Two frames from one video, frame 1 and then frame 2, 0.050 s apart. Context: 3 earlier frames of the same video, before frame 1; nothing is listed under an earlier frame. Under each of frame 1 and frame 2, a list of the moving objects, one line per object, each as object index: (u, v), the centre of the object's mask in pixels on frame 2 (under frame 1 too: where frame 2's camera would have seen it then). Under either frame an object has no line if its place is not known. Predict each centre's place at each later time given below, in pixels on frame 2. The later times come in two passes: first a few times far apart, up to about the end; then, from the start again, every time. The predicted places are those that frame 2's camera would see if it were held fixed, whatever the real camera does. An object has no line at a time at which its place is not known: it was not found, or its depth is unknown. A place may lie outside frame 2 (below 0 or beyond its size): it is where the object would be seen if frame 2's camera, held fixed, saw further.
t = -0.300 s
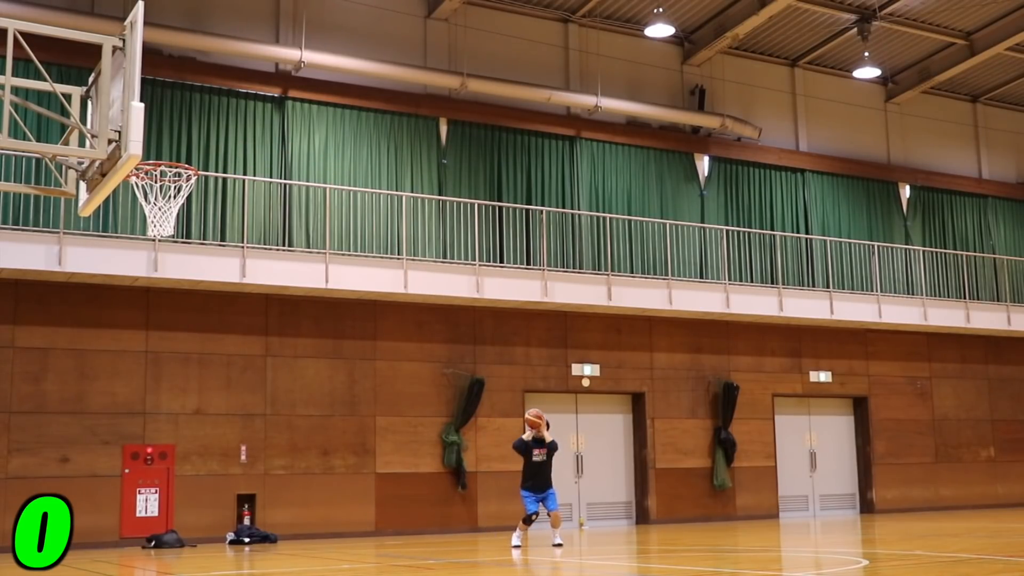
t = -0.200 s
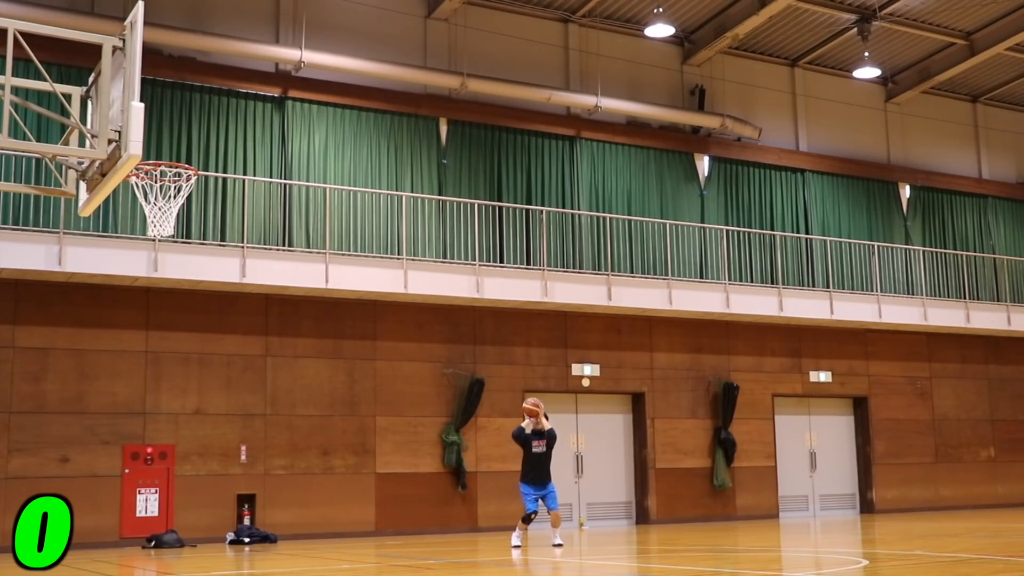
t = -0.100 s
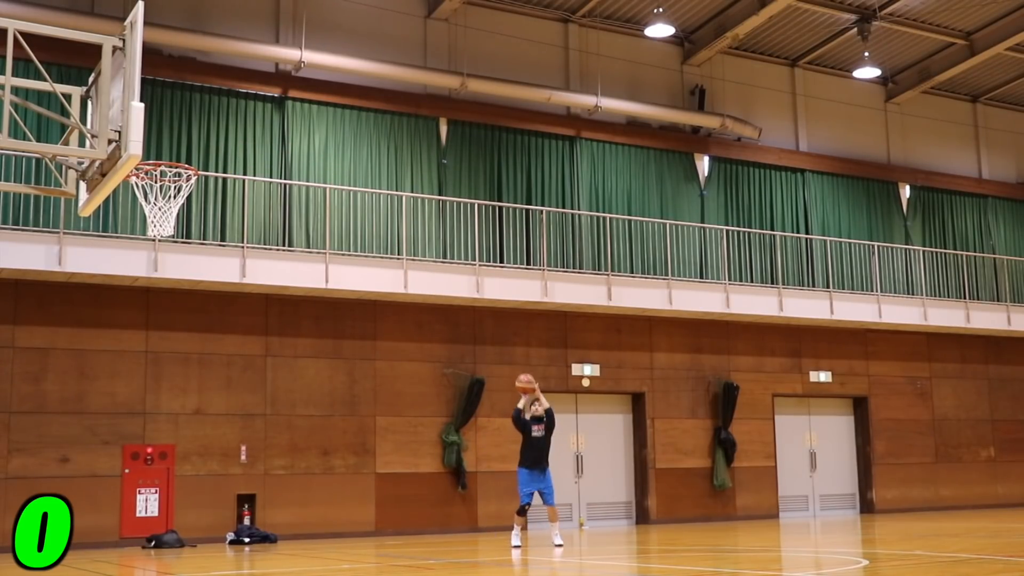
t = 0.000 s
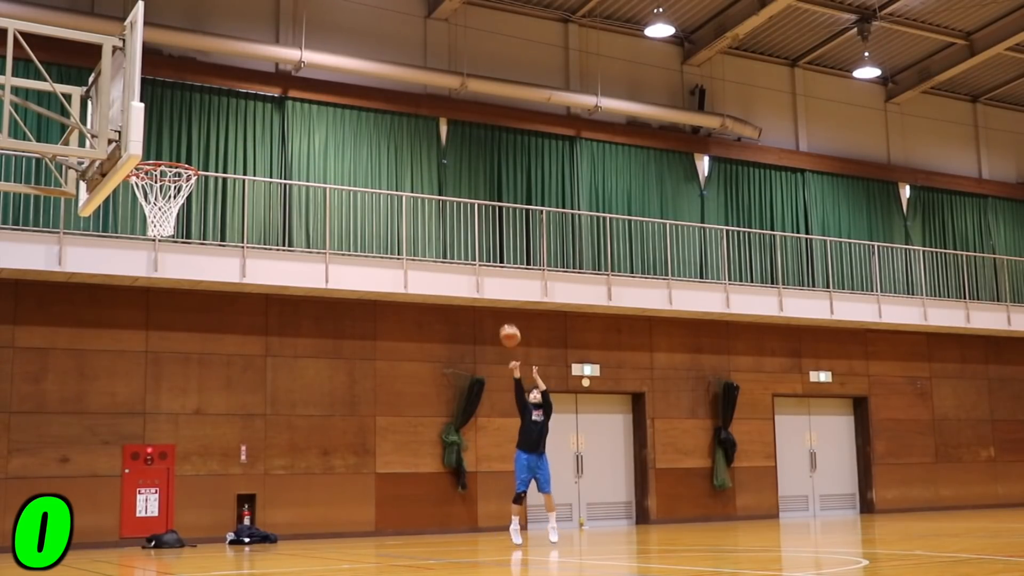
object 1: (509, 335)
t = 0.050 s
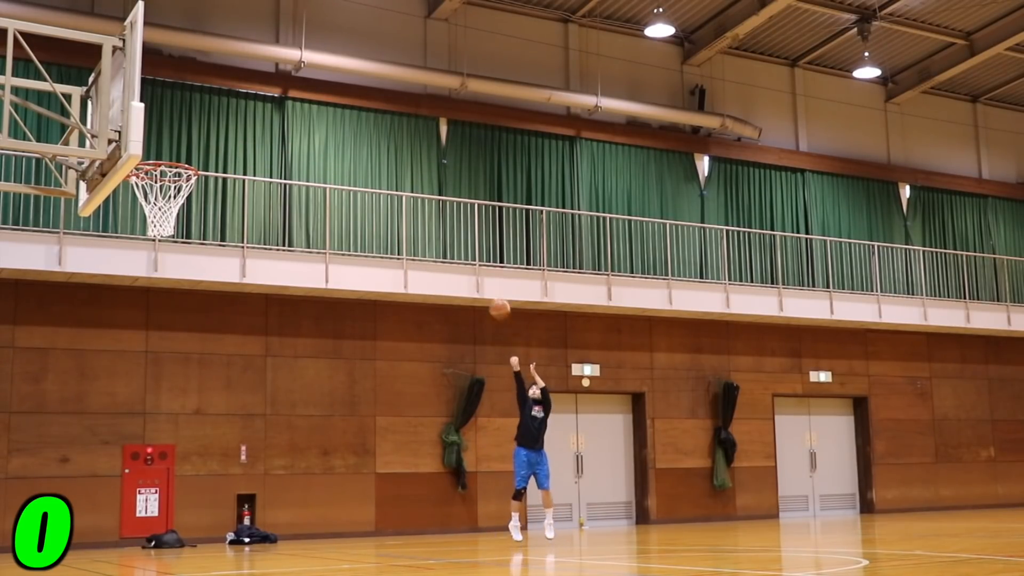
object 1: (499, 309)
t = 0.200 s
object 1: (467, 235)
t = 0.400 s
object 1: (419, 158)
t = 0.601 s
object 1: (364, 108)
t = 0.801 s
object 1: (299, 91)
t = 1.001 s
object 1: (222, 117)
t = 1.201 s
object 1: (148, 192)
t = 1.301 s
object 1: (170, 218)
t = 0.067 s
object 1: (496, 300)
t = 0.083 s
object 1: (492, 290)
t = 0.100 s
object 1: (488, 283)
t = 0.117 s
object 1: (485, 274)
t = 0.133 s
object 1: (482, 265)
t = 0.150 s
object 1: (478, 258)
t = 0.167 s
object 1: (475, 250)
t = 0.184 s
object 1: (471, 242)
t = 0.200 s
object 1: (467, 235)
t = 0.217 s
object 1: (463, 228)
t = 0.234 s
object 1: (459, 221)
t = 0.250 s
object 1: (456, 213)
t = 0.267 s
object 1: (452, 207)
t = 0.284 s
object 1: (448, 200)
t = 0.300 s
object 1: (444, 193)
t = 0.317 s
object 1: (439, 186)
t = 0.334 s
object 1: (436, 182)
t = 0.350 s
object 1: (432, 175)
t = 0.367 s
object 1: (427, 169)
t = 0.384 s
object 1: (423, 163)
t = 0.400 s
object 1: (419, 158)
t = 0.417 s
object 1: (415, 153)
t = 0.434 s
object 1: (411, 148)
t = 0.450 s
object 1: (406, 142)
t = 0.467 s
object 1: (402, 138)
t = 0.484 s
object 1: (398, 134)
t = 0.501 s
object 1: (393, 129)
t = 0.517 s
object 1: (388, 125)
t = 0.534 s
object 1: (384, 122)
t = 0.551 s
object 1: (378, 118)
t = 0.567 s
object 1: (374, 115)
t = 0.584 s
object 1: (369, 111)
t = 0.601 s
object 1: (364, 108)
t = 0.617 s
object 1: (360, 106)
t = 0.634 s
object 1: (355, 103)
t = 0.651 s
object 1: (349, 101)
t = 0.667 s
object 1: (344, 99)
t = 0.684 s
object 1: (339, 97)
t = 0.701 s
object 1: (333, 95)
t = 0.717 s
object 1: (328, 94)
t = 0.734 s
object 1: (323, 93)
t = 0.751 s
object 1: (317, 92)
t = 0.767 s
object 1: (312, 91)
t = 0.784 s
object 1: (305, 91)
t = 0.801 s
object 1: (299, 91)
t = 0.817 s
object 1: (294, 92)
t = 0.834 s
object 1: (288, 92)
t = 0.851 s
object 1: (282, 93)
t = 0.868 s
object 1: (276, 95)
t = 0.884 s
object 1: (270, 96)
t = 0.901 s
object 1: (263, 98)
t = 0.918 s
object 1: (257, 100)
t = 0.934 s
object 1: (250, 103)
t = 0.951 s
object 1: (243, 106)
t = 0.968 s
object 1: (237, 109)
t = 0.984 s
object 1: (230, 112)
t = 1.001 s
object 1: (222, 117)
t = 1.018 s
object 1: (215, 121)
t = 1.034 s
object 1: (208, 126)
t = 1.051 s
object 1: (201, 132)
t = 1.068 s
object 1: (193, 137)
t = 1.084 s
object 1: (185, 143)
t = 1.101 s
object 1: (177, 149)
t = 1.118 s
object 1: (170, 152)
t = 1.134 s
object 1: (162, 155)
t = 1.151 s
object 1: (152, 172)
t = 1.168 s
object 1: (145, 181)
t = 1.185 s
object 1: (145, 187)
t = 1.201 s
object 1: (148, 192)
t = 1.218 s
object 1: (152, 200)
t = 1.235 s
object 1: (155, 204)
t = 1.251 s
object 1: (159, 206)
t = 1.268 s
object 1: (162, 212)
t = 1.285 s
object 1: (166, 214)
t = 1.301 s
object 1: (170, 218)
